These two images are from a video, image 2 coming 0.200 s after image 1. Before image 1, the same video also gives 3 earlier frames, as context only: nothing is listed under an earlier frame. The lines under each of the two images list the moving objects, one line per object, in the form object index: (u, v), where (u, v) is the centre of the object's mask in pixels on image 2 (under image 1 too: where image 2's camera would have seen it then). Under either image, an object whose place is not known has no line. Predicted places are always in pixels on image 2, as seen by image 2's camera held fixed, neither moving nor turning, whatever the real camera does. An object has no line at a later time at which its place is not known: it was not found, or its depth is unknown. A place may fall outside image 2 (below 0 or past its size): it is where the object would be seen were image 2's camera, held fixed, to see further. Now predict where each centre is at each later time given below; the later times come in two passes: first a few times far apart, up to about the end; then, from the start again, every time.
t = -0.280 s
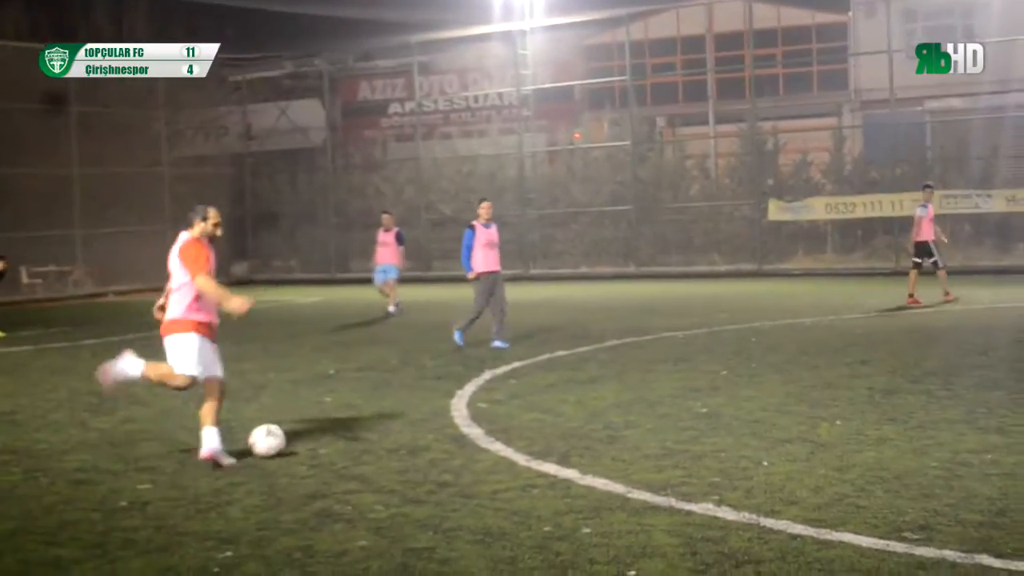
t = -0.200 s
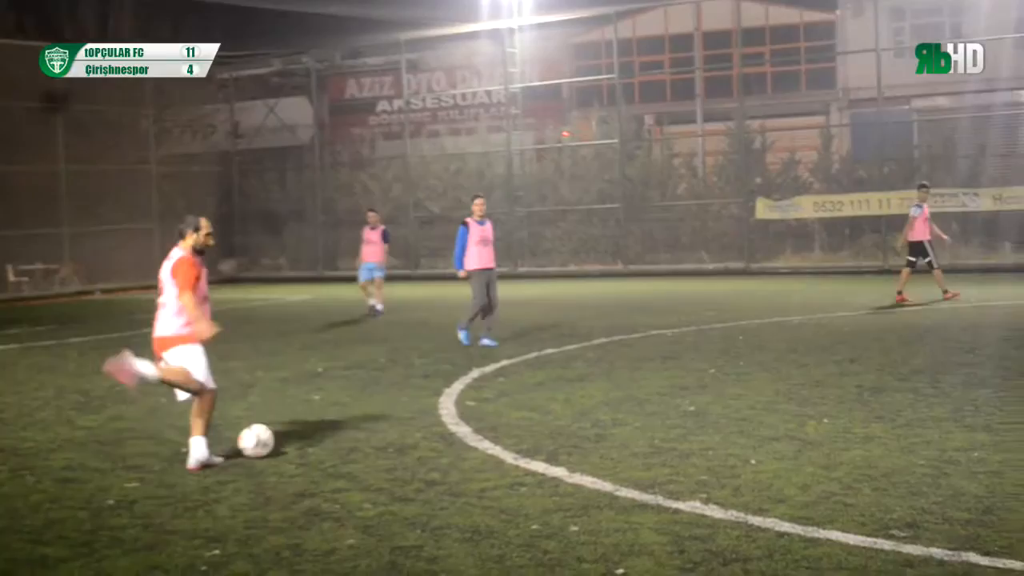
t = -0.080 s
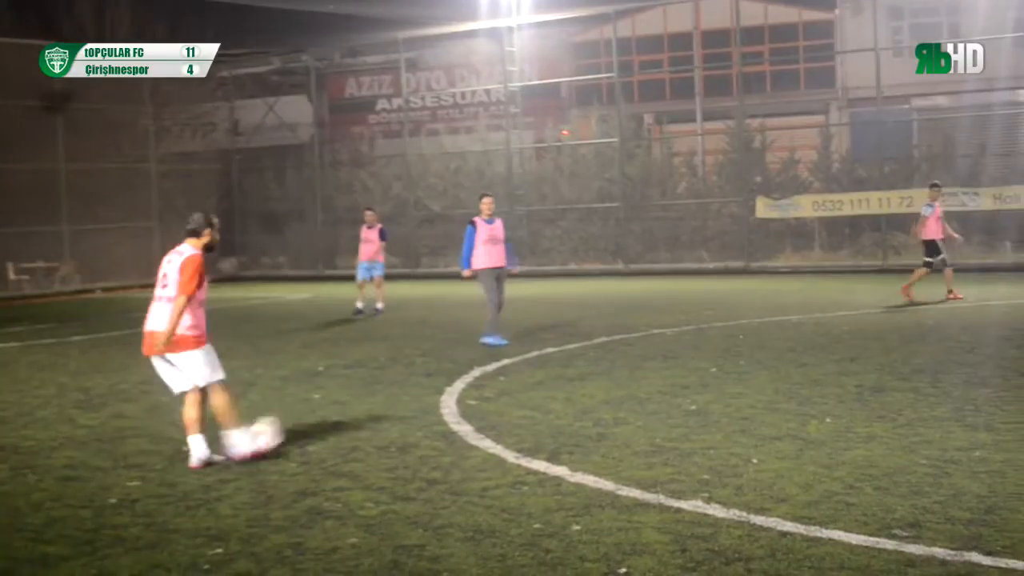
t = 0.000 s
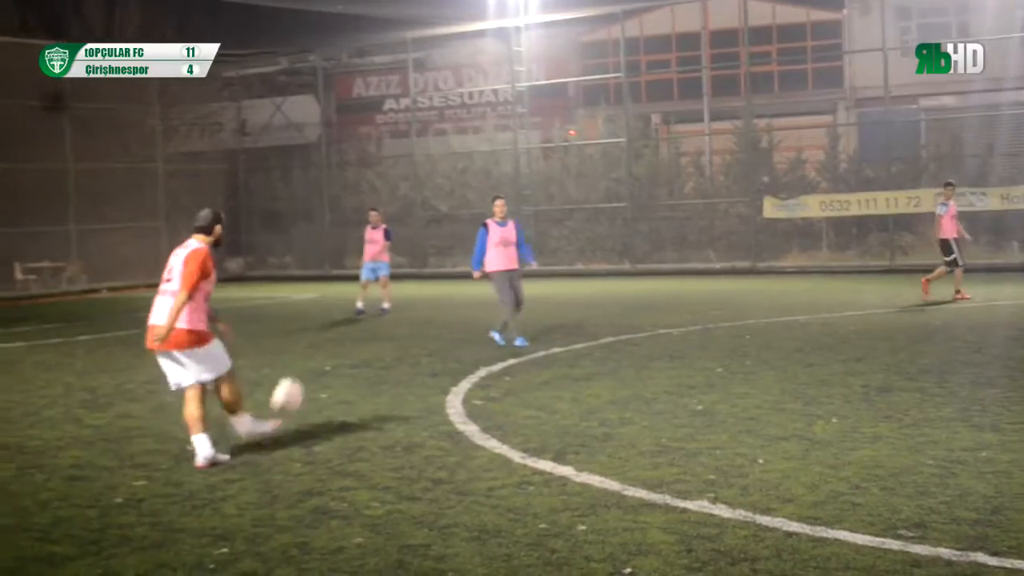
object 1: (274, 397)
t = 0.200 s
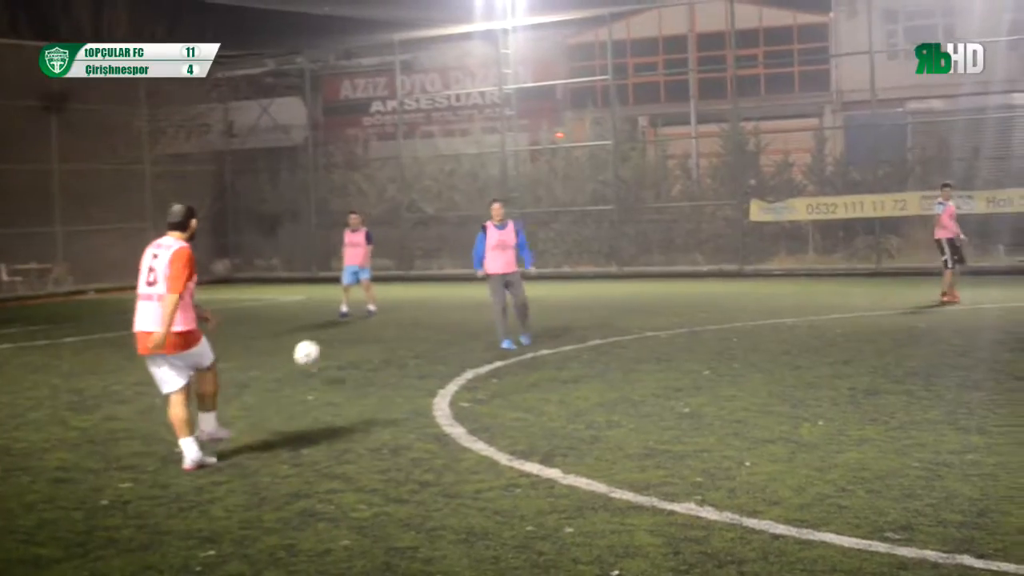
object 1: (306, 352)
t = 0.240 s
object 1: (310, 350)
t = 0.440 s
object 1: (320, 343)
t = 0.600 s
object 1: (322, 331)
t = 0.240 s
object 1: (310, 350)
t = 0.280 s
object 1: (314, 350)
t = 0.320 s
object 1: (317, 350)
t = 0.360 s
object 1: (319, 353)
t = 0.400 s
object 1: (321, 350)
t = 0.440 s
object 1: (320, 343)
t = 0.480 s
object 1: (321, 337)
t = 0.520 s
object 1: (322, 334)
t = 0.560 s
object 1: (322, 332)
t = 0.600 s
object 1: (322, 331)
